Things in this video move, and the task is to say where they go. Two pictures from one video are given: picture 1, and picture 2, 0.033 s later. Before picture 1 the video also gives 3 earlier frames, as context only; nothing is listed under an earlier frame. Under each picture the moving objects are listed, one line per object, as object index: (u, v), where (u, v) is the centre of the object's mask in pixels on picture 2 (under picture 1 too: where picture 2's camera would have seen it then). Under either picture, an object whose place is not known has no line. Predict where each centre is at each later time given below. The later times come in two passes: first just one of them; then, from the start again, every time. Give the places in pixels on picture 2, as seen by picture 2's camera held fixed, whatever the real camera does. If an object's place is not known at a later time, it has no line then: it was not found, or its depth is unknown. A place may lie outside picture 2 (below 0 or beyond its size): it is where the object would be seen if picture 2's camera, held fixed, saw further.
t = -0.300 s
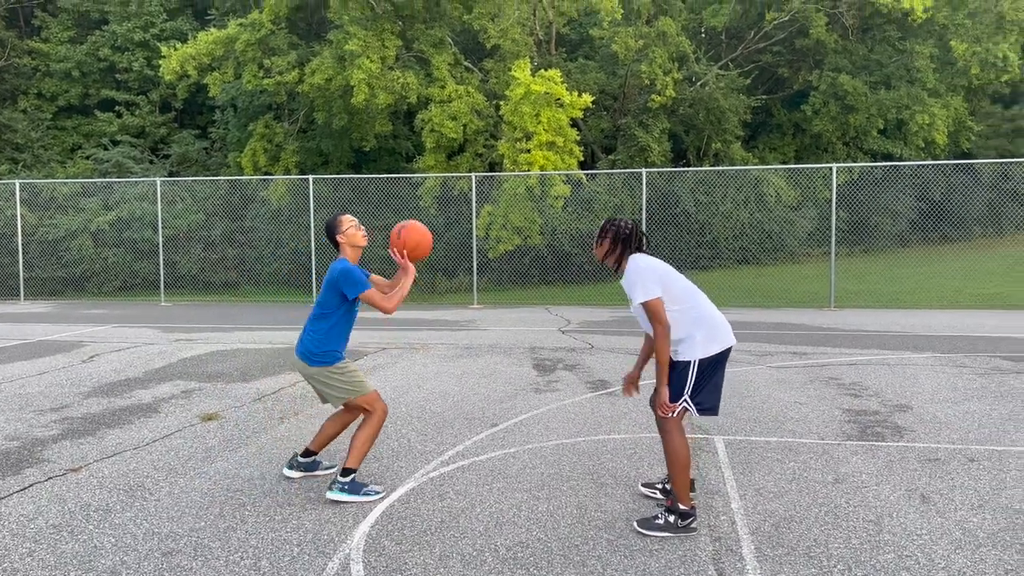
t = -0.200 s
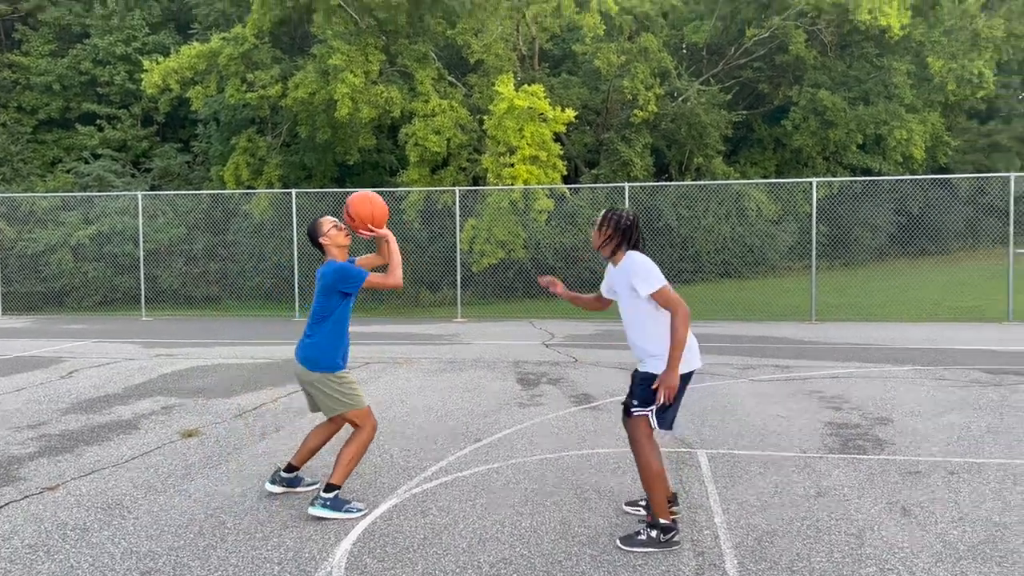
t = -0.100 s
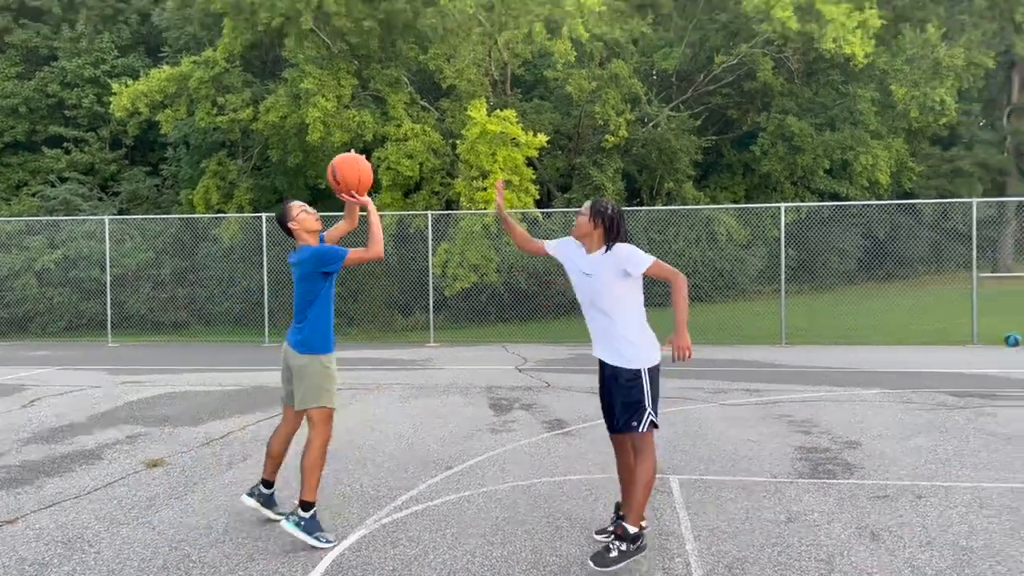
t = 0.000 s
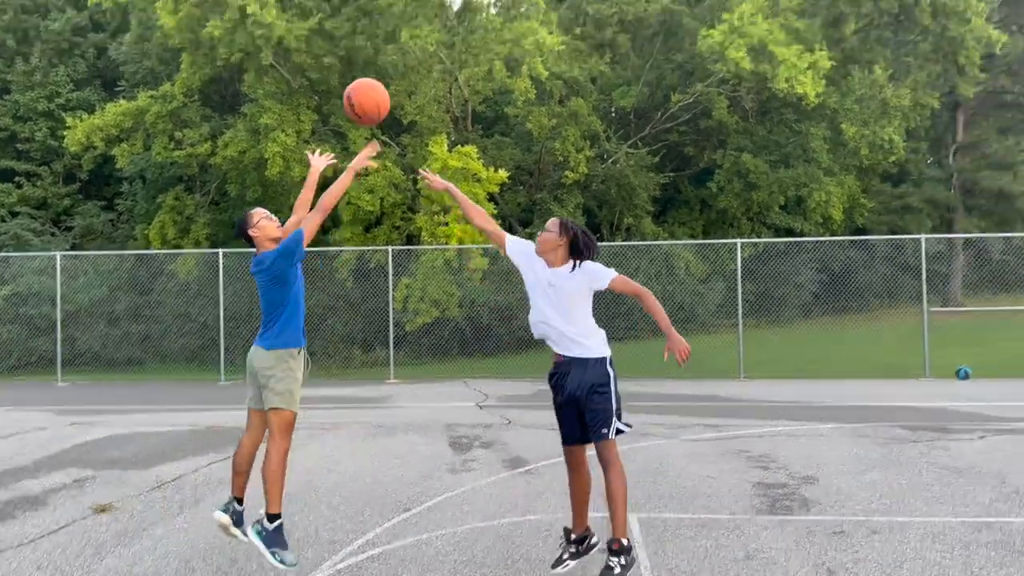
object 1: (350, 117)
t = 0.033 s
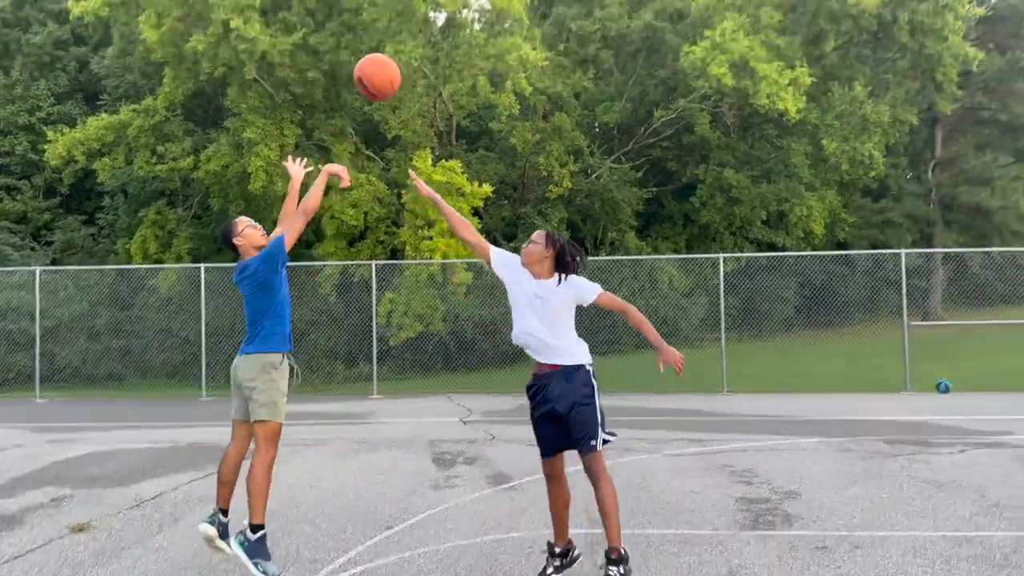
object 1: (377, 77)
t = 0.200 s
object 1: (511, -83)
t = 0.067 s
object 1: (404, 39)
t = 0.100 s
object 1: (431, 5)
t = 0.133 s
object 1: (457, -27)
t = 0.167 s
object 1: (485, -57)
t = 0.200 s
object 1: (511, -83)
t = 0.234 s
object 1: (539, -109)
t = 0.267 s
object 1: (565, -132)
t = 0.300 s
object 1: (592, -155)
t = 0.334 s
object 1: (618, -177)
